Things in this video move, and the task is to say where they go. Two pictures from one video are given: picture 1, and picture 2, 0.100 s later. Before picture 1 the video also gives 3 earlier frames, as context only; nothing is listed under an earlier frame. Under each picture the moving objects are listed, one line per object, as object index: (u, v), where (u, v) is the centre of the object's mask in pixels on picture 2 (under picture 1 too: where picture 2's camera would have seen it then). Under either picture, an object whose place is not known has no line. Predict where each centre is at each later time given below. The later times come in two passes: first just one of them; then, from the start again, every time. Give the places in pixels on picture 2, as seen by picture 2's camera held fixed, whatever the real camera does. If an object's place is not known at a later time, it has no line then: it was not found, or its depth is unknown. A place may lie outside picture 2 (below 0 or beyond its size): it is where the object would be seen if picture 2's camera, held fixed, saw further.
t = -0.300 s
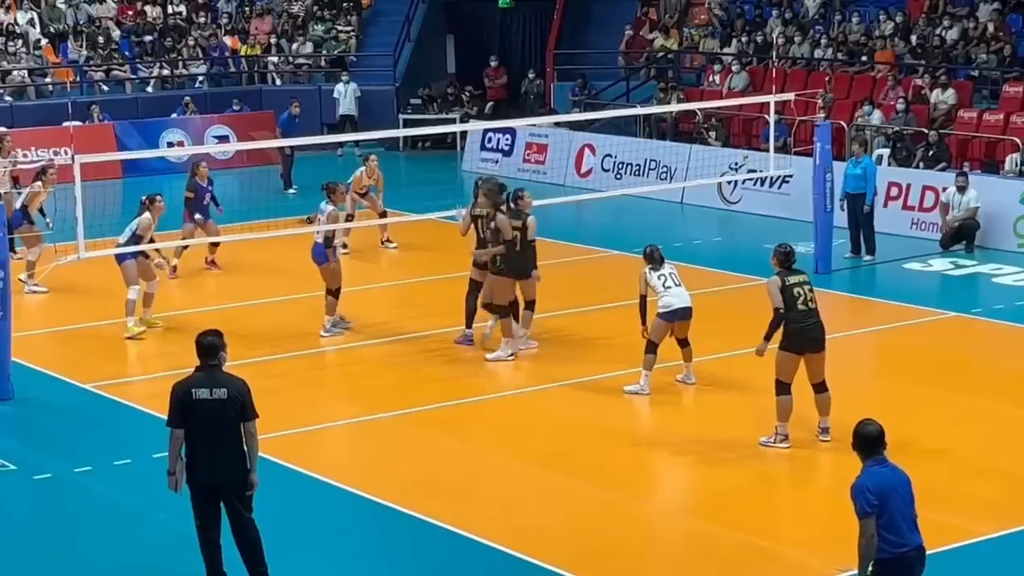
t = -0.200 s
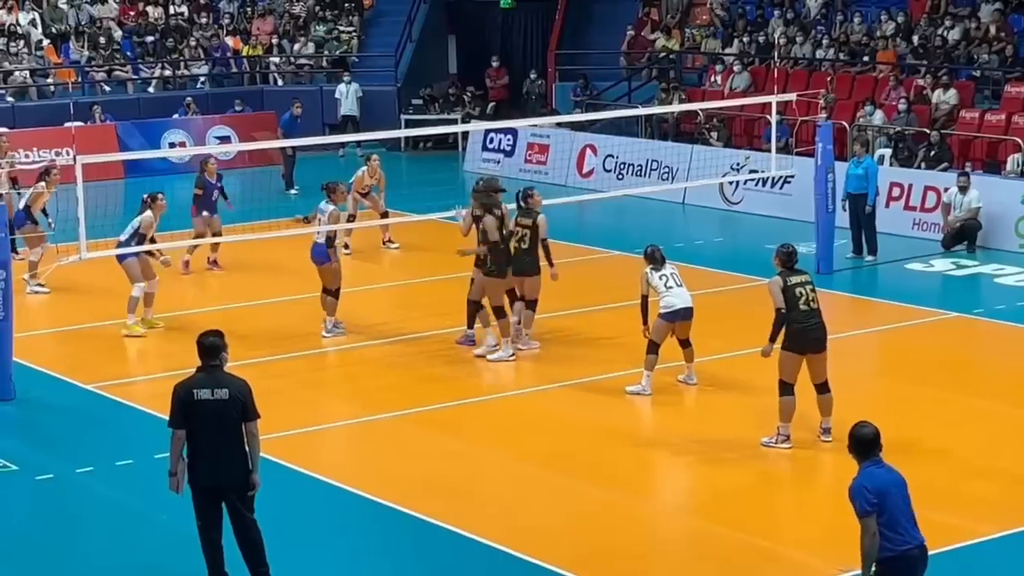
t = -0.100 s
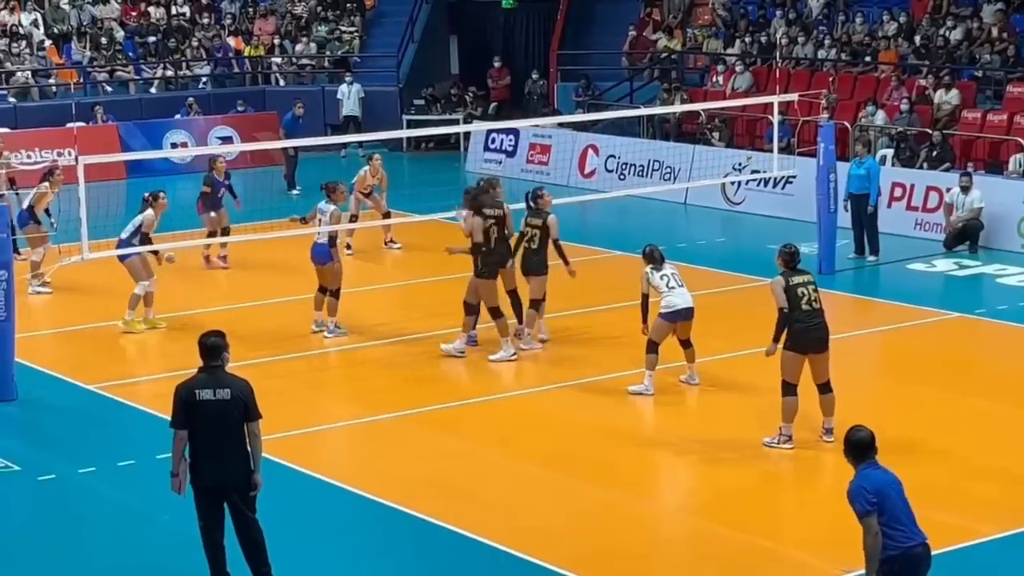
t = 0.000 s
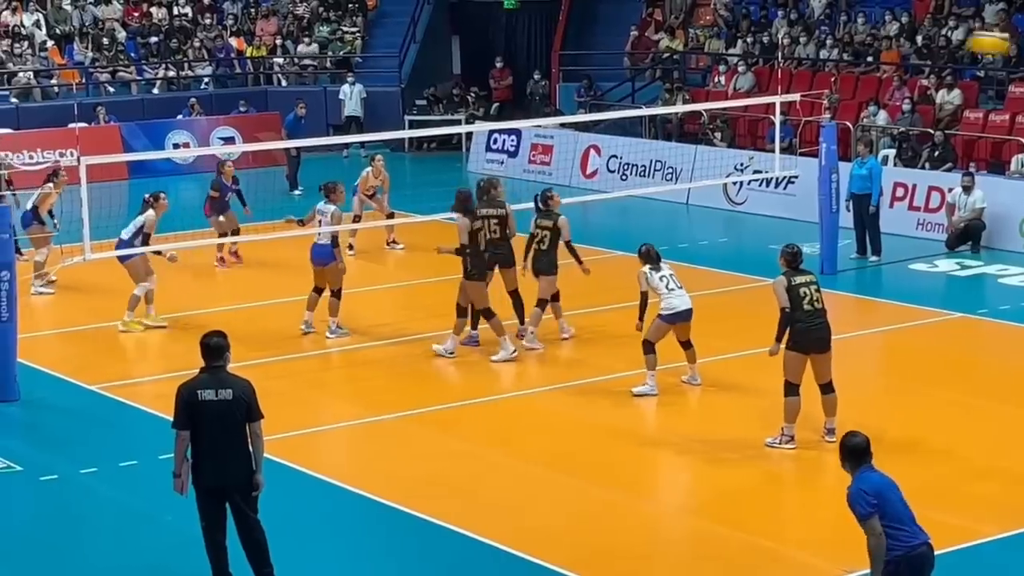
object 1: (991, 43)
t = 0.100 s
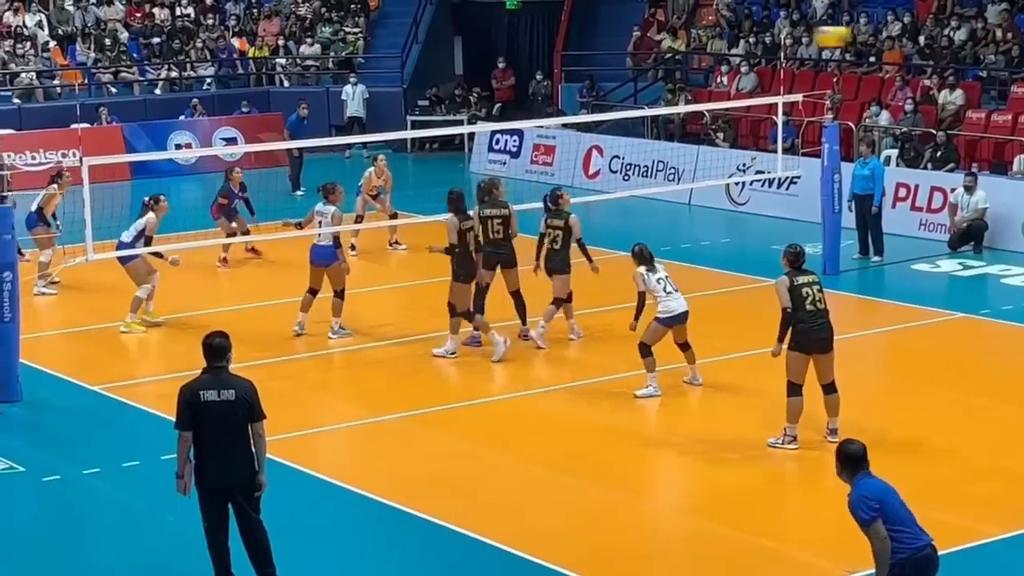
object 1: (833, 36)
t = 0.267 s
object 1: (609, 53)
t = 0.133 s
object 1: (784, 37)
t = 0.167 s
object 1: (737, 40)
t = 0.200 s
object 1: (693, 42)
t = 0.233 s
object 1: (650, 47)
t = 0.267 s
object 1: (609, 53)
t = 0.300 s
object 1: (571, 60)
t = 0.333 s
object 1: (534, 68)
